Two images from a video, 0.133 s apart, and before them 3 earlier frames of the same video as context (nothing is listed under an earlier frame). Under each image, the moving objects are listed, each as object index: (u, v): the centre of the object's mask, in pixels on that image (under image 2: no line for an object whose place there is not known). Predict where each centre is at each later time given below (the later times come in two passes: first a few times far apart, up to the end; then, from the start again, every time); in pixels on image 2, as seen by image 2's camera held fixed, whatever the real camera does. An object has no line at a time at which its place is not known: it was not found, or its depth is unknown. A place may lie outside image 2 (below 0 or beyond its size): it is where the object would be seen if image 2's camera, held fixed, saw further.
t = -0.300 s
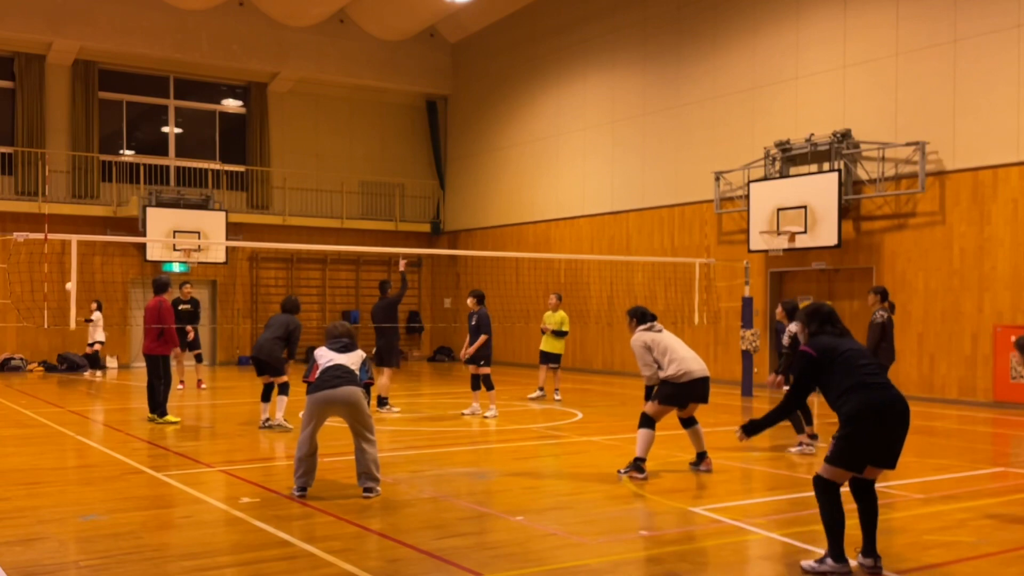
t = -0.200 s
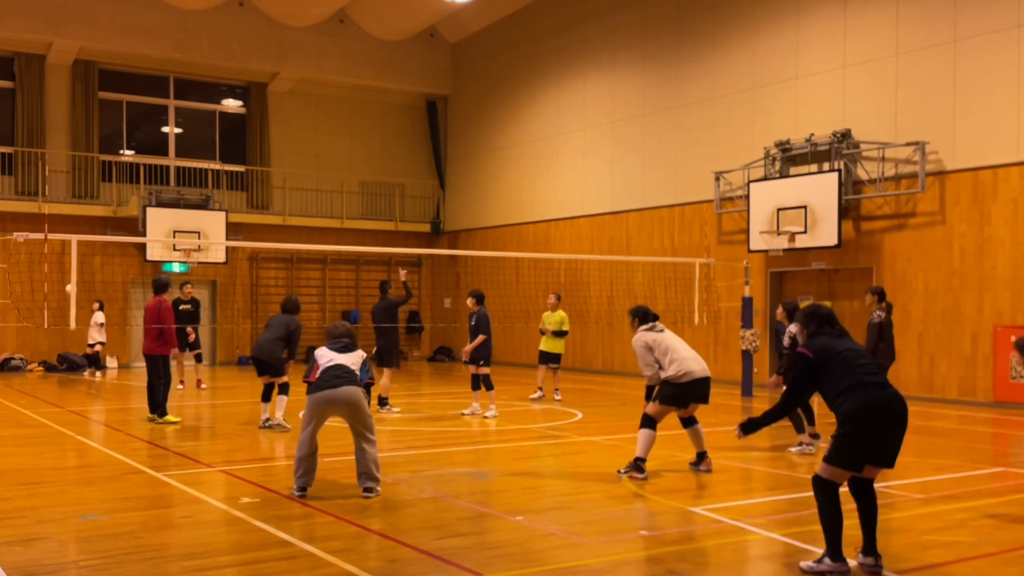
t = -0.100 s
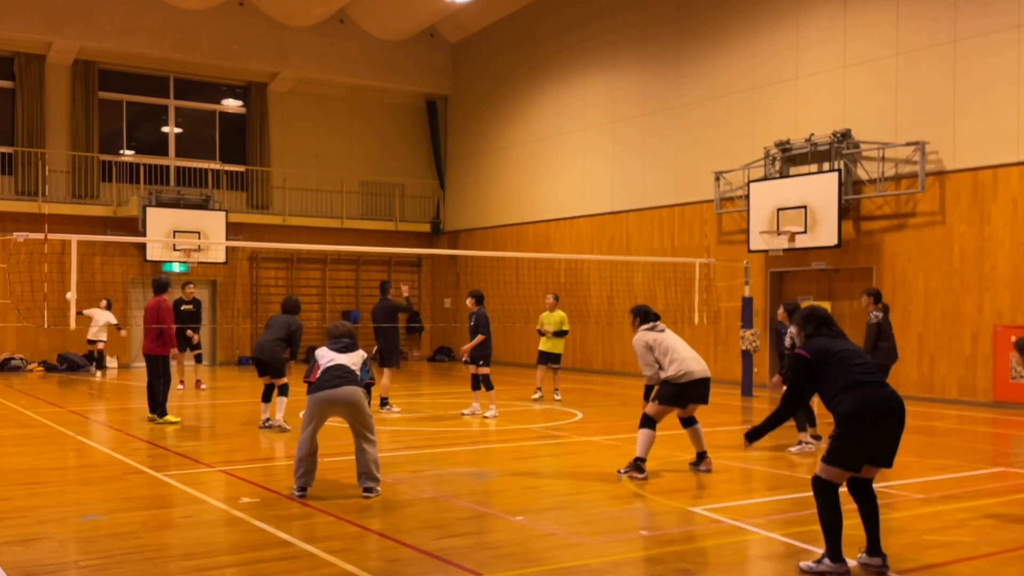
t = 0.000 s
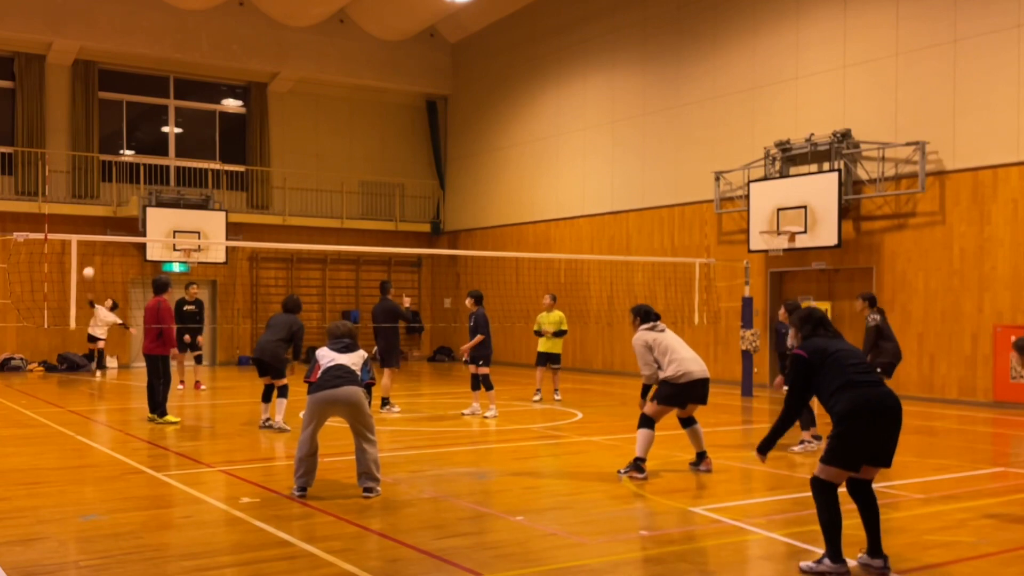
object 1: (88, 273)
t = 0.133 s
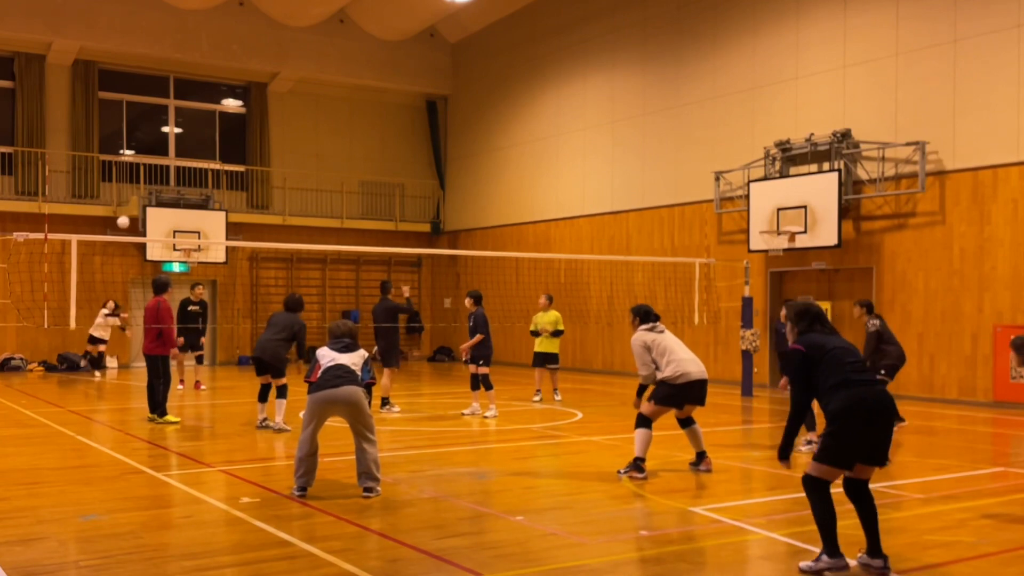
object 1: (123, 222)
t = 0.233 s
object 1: (149, 187)
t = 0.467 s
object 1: (213, 120)
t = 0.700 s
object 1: (285, 81)
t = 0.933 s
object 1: (366, 78)
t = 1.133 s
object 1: (448, 116)
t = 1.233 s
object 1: (494, 152)
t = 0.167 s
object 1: (132, 209)
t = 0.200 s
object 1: (141, 198)
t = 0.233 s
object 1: (149, 187)
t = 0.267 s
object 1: (158, 176)
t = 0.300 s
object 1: (167, 165)
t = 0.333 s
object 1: (176, 154)
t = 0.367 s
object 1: (185, 146)
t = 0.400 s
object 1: (195, 137)
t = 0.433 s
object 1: (204, 128)
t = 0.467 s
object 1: (213, 120)
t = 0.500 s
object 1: (223, 113)
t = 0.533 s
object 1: (234, 106)
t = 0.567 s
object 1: (243, 99)
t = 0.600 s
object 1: (253, 94)
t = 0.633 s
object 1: (263, 89)
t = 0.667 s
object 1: (274, 85)
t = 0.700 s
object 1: (285, 81)
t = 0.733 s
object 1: (296, 79)
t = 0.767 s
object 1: (307, 77)
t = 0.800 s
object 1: (318, 75)
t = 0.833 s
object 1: (330, 75)
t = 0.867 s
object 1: (342, 75)
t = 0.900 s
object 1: (354, 77)
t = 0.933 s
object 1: (366, 78)
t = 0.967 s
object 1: (379, 82)
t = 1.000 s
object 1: (392, 86)
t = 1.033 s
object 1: (406, 92)
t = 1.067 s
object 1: (419, 99)
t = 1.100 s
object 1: (433, 106)
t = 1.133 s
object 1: (448, 116)
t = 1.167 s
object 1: (463, 127)
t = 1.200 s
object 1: (479, 140)
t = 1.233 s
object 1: (494, 152)
